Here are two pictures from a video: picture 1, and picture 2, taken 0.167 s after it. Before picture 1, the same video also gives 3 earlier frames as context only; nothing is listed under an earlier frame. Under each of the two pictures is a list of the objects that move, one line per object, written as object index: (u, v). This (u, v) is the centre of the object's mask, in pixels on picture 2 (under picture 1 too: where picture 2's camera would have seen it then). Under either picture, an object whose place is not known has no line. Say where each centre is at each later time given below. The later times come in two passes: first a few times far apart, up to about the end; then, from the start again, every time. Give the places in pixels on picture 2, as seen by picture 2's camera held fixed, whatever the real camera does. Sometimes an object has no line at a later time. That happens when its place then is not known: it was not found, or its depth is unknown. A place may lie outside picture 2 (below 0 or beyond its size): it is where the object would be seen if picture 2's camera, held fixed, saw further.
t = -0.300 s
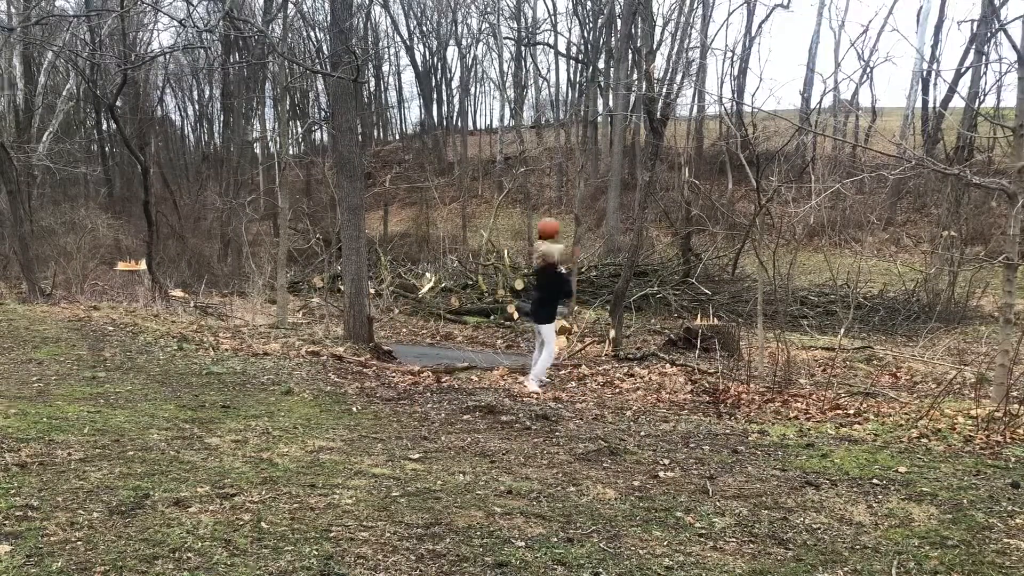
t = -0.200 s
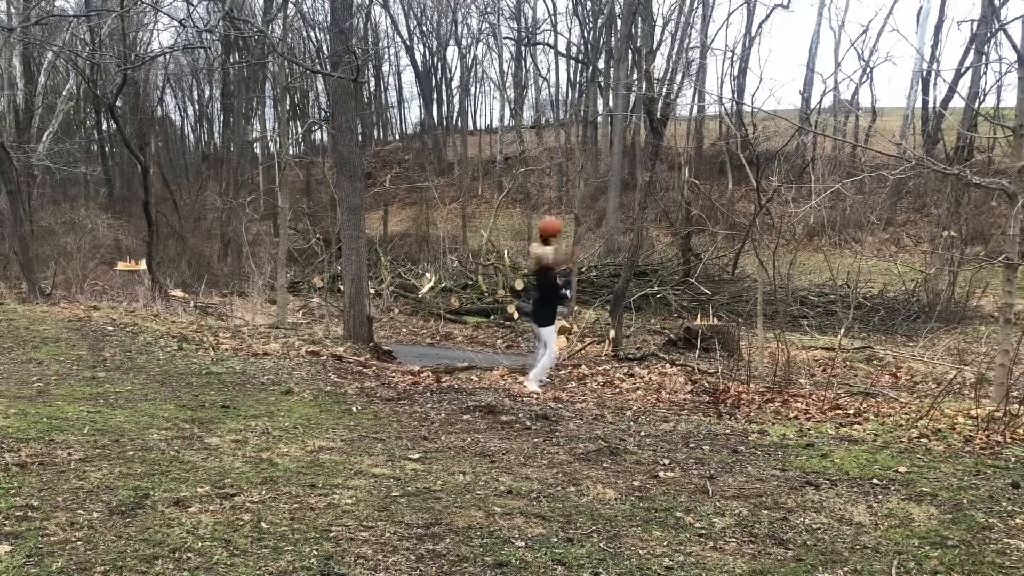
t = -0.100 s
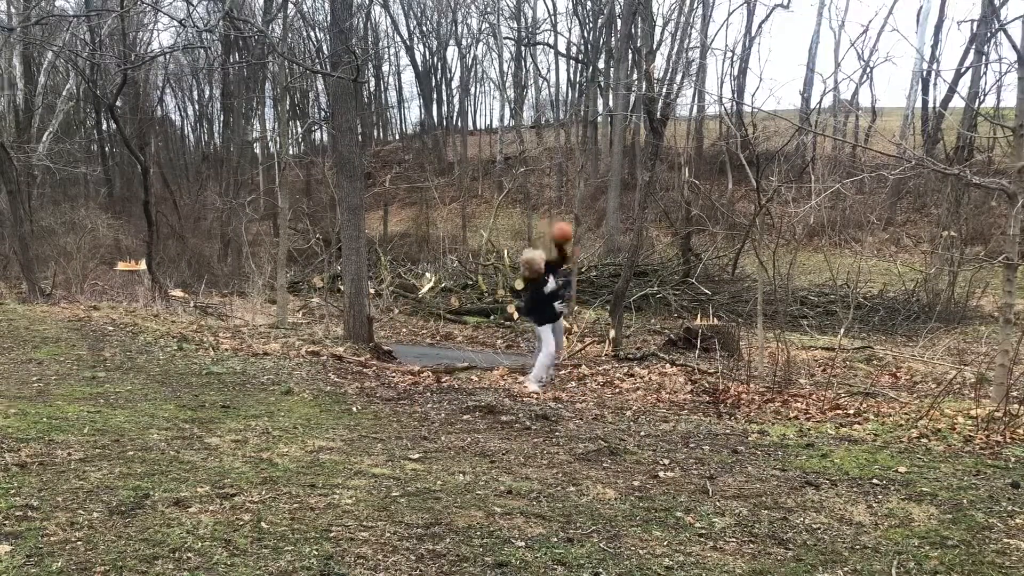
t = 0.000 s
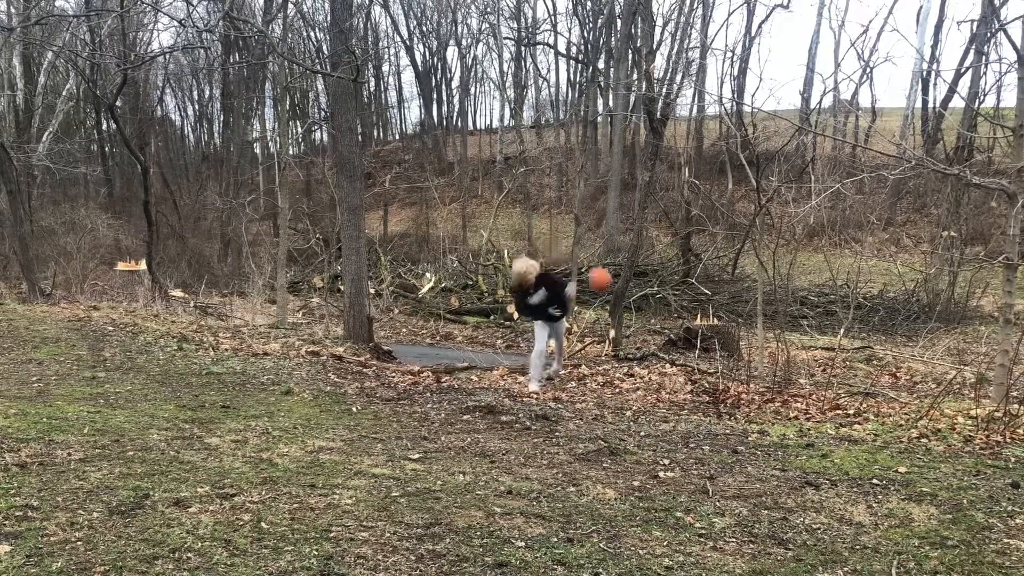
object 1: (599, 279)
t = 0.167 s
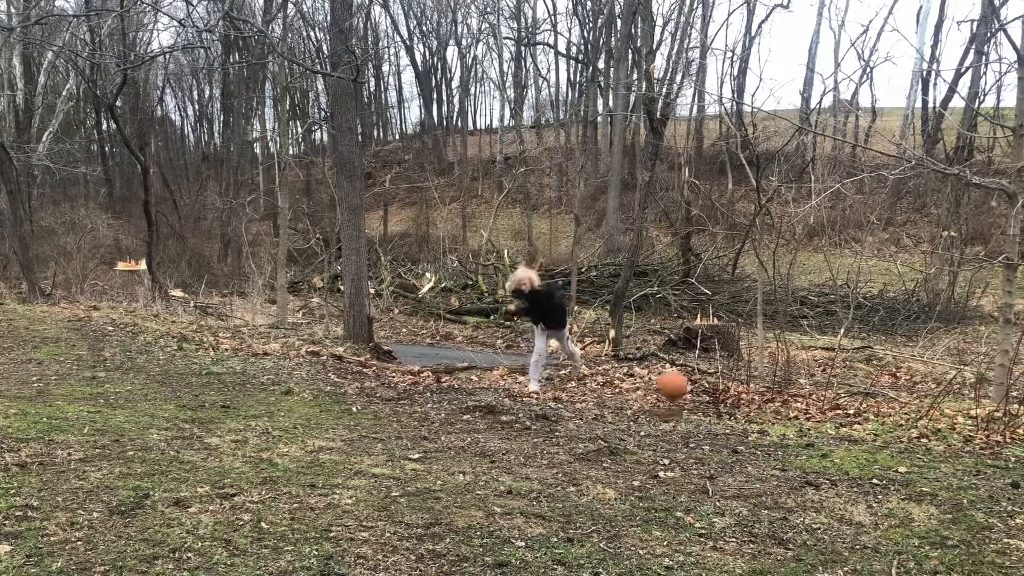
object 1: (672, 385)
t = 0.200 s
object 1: (680, 368)
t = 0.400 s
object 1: (722, 282)
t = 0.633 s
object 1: (777, 233)
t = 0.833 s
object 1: (830, 253)
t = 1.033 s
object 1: (887, 347)
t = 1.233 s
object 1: (953, 490)
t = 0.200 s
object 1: (680, 368)
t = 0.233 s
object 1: (685, 351)
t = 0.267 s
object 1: (693, 335)
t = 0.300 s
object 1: (700, 320)
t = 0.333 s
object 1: (707, 305)
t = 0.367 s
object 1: (714, 292)
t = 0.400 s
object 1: (722, 282)
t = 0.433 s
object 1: (729, 269)
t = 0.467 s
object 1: (737, 260)
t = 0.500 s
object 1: (745, 252)
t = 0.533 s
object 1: (752, 246)
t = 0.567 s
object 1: (760, 240)
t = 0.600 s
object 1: (769, 236)
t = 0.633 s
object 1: (777, 233)
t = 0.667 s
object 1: (785, 232)
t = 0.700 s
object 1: (794, 233)
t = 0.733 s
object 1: (802, 236)
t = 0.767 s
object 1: (812, 239)
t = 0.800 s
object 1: (821, 245)
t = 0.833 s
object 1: (830, 253)
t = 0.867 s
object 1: (839, 264)
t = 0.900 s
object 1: (849, 276)
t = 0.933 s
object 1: (858, 289)
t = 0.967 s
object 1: (867, 306)
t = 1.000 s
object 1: (877, 325)
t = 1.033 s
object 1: (887, 347)
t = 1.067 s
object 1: (897, 371)
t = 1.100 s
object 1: (907, 397)
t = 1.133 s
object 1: (917, 427)
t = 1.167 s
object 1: (927, 460)
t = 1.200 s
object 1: (938, 496)
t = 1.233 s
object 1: (953, 490)
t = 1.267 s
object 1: (969, 478)
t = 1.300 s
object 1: (985, 468)
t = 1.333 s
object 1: (1000, 460)
